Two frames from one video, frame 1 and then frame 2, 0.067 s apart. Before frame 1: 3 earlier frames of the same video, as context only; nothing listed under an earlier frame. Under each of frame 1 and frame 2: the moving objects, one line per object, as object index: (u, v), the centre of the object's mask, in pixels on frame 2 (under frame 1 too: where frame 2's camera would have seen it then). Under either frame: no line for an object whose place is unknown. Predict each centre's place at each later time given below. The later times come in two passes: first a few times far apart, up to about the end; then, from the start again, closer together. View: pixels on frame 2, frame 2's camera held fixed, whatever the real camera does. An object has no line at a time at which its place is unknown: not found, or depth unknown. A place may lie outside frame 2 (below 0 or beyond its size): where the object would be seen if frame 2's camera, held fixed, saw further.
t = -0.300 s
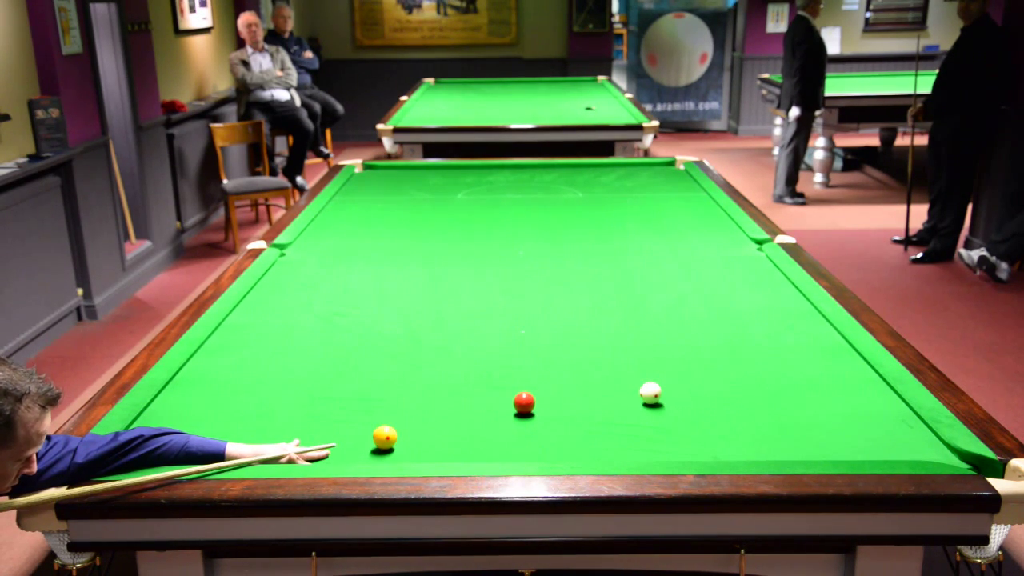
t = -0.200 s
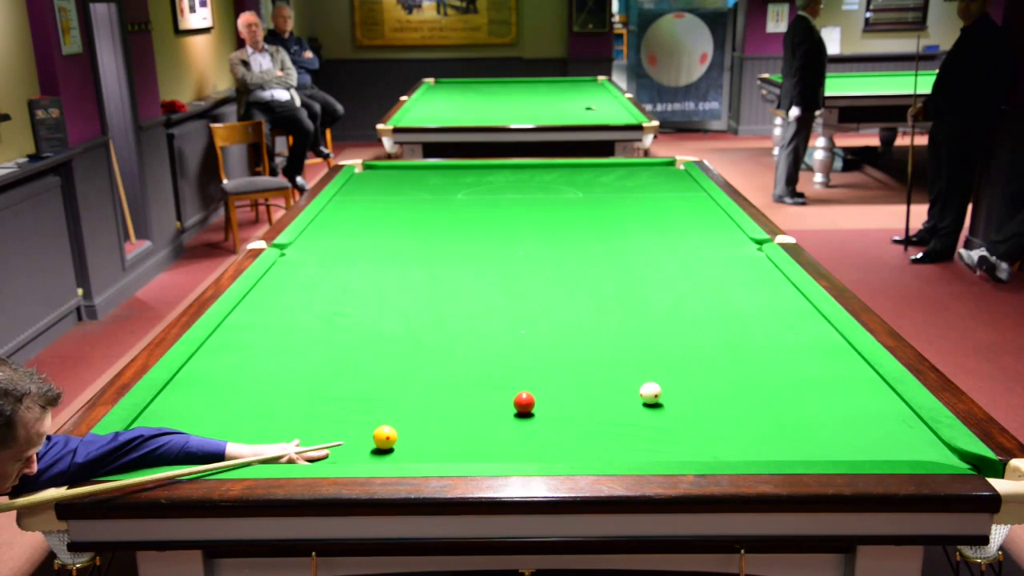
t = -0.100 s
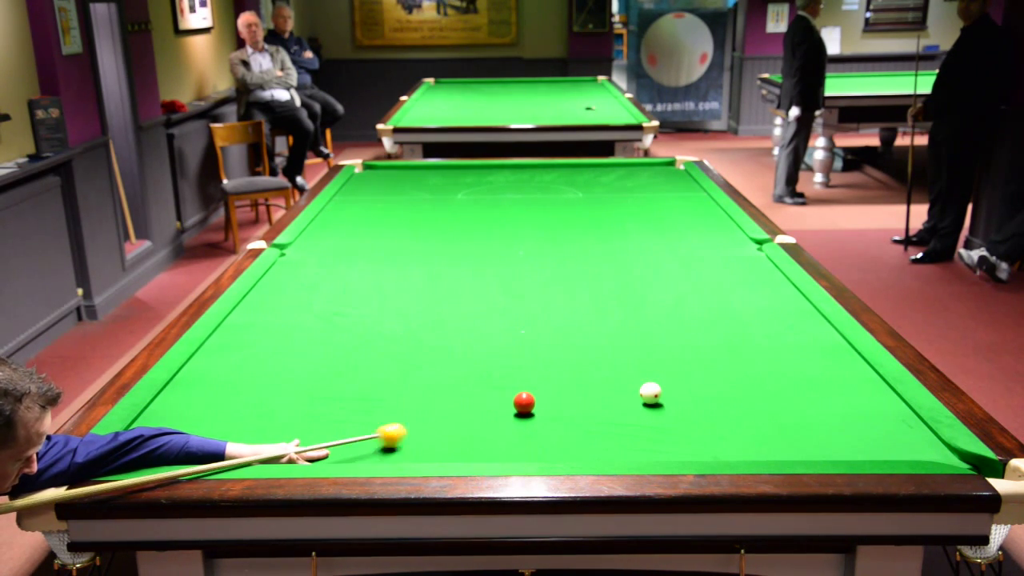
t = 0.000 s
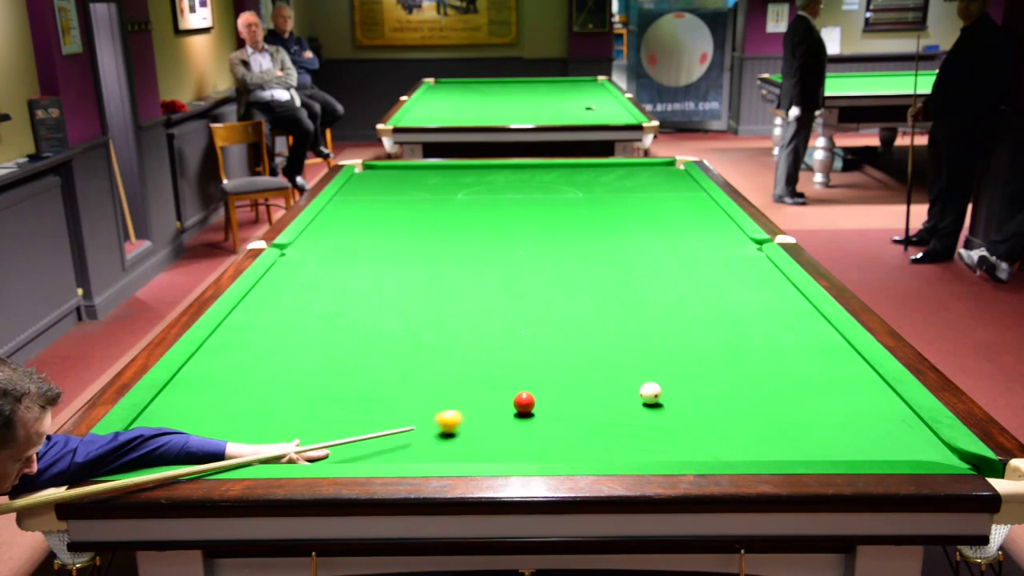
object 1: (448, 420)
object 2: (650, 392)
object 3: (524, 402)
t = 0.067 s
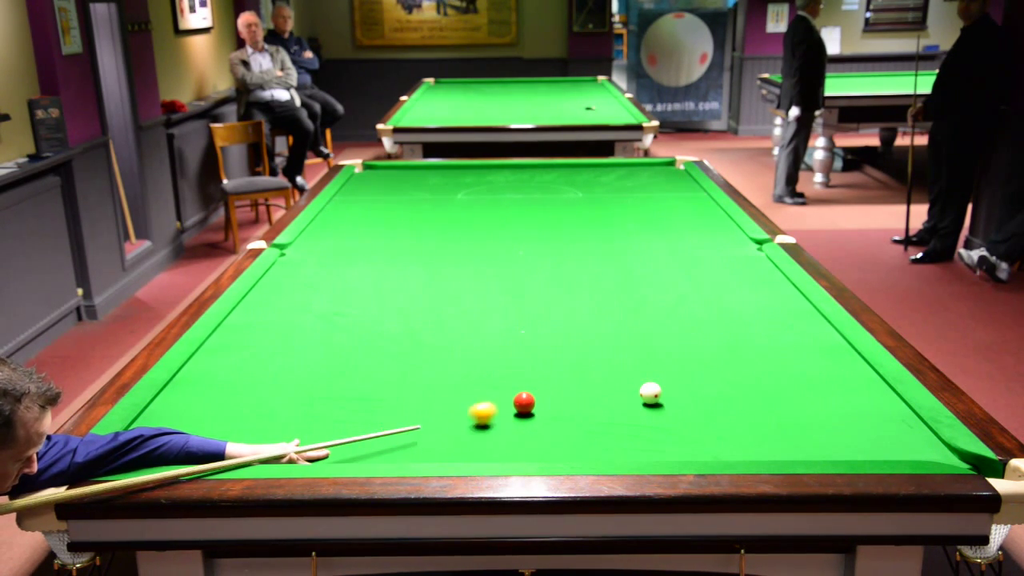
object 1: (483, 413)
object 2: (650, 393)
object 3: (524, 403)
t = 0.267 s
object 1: (520, 407)
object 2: (650, 393)
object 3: (579, 386)
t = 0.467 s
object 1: (548, 404)
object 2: (650, 393)
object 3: (631, 371)
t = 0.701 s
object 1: (578, 401)
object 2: (650, 392)
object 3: (684, 355)
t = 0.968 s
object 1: (610, 397)
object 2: (650, 392)
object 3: (739, 340)
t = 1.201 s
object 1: (631, 395)
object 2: (654, 392)
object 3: (782, 327)
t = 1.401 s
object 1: (635, 395)
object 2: (666, 390)
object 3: (817, 317)
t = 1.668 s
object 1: (638, 395)
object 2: (679, 389)
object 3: (777, 309)
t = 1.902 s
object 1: (638, 395)
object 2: (689, 388)
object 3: (748, 302)
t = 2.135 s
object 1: (638, 395)
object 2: (698, 387)
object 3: (720, 296)
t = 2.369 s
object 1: (638, 395)
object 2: (704, 387)
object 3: (695, 291)
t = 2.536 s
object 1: (637, 395)
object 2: (708, 387)
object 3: (679, 287)
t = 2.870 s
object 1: (637, 395)
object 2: (712, 386)
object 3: (649, 280)
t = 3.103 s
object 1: (637, 395)
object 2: (713, 386)
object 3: (630, 276)
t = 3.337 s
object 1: (638, 395)
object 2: (713, 386)
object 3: (613, 273)
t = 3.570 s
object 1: (638, 395)
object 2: (712, 386)
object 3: (598, 270)
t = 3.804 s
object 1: (638, 395)
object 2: (712, 386)
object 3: (584, 266)
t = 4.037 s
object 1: (638, 395)
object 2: (712, 386)
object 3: (571, 264)
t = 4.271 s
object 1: (638, 395)
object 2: (712, 386)
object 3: (560, 261)
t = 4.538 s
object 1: (638, 395)
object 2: (712, 386)
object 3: (548, 259)
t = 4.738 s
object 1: (638, 395)
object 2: (712, 386)
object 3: (540, 258)
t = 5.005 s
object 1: (638, 395)
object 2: (712, 386)
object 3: (531, 256)
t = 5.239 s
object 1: (638, 395)
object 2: (712, 386)
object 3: (525, 254)
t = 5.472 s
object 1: (638, 395)
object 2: (712, 386)
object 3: (519, 253)
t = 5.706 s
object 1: (637, 395)
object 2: (712, 386)
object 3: (514, 252)
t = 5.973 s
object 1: (638, 395)
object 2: (712, 386)
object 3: (510, 251)
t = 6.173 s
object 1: (637, 395)
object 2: (712, 386)
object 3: (508, 251)
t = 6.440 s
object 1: (638, 395)
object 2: (712, 386)
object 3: (506, 251)
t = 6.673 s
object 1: (638, 395)
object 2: (712, 386)
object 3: (506, 250)
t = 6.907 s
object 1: (637, 395)
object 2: (712, 386)
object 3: (506, 250)
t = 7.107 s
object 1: (637, 395)
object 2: (712, 386)
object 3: (506, 251)
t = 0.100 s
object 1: (499, 409)
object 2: (650, 393)
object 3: (524, 403)
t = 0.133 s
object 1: (506, 408)
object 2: (650, 393)
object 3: (532, 399)
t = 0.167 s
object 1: (509, 408)
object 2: (650, 393)
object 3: (545, 395)
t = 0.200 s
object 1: (512, 408)
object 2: (650, 393)
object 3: (557, 392)
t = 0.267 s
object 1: (520, 407)
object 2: (650, 393)
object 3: (579, 386)
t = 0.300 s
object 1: (525, 407)
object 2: (650, 393)
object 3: (588, 383)
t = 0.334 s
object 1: (530, 407)
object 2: (650, 393)
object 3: (597, 381)
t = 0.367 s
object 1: (534, 406)
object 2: (650, 393)
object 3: (606, 378)
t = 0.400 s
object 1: (539, 405)
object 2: (650, 393)
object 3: (614, 375)
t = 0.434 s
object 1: (544, 405)
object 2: (650, 393)
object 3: (622, 373)
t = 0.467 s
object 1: (548, 404)
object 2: (650, 393)
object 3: (631, 371)
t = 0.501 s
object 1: (552, 404)
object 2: (650, 392)
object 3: (638, 368)
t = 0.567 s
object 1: (561, 403)
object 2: (650, 392)
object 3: (654, 364)
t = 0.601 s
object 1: (565, 402)
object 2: (650, 392)
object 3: (662, 362)
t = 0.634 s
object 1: (570, 402)
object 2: (650, 392)
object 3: (670, 360)
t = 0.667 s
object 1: (574, 401)
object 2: (650, 392)
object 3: (677, 357)
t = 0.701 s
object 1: (578, 401)
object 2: (650, 392)
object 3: (684, 355)
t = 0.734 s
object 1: (582, 400)
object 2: (650, 392)
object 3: (691, 353)
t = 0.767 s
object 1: (586, 400)
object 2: (650, 392)
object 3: (699, 351)
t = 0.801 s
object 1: (590, 399)
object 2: (650, 392)
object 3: (706, 349)
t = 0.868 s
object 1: (598, 398)
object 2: (650, 392)
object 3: (720, 345)
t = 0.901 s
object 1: (602, 398)
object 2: (650, 392)
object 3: (726, 343)
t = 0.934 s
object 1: (606, 398)
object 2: (650, 392)
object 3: (733, 341)
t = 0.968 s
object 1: (610, 397)
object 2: (650, 392)
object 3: (739, 340)
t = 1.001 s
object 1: (613, 397)
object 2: (650, 393)
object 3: (745, 338)
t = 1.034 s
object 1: (617, 396)
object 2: (650, 392)
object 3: (752, 336)
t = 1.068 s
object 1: (621, 396)
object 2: (650, 392)
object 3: (758, 334)
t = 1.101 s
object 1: (625, 396)
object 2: (650, 392)
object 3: (764, 332)
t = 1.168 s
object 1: (630, 395)
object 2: (652, 392)
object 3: (776, 329)
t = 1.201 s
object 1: (631, 395)
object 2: (654, 392)
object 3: (782, 327)
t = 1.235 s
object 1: (632, 395)
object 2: (656, 392)
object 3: (788, 325)
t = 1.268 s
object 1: (632, 395)
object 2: (658, 391)
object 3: (794, 323)
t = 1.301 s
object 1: (633, 395)
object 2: (660, 391)
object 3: (800, 322)
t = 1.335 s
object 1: (634, 395)
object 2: (662, 391)
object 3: (805, 320)
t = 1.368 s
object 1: (634, 395)
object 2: (664, 391)
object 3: (811, 319)
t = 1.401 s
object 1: (635, 395)
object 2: (666, 390)
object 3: (817, 317)
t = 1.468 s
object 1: (635, 395)
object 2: (669, 390)
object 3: (806, 315)
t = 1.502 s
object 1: (636, 395)
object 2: (671, 390)
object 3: (801, 314)
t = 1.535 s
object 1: (636, 395)
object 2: (673, 390)
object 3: (796, 313)
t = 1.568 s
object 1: (637, 395)
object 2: (674, 389)
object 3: (791, 312)
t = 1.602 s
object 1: (637, 395)
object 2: (676, 389)
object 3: (787, 310)
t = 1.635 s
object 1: (637, 395)
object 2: (678, 389)
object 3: (782, 309)
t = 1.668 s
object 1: (638, 395)
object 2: (679, 389)
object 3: (777, 309)
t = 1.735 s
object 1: (638, 395)
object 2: (682, 389)
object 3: (769, 307)
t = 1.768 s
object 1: (638, 395)
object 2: (684, 388)
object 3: (764, 306)
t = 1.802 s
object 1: (638, 395)
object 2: (685, 388)
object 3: (760, 305)
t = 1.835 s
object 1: (638, 395)
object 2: (687, 388)
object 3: (756, 304)
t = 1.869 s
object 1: (638, 395)
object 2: (688, 388)
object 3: (752, 303)
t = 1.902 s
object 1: (638, 395)
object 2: (689, 388)
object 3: (748, 302)
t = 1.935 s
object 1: (638, 395)
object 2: (691, 388)
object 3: (743, 301)
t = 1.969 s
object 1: (638, 395)
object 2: (692, 388)
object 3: (740, 300)
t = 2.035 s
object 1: (638, 395)
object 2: (694, 388)
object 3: (731, 298)
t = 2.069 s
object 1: (638, 395)
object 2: (695, 387)
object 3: (728, 298)
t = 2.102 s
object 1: (638, 395)
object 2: (697, 387)
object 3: (724, 297)
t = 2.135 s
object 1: (638, 395)
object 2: (698, 387)
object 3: (720, 296)
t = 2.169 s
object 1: (638, 395)
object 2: (699, 387)
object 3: (717, 295)
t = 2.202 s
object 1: (638, 395)
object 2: (700, 387)
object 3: (713, 295)
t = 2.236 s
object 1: (638, 395)
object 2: (701, 387)
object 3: (709, 294)
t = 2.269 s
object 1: (638, 395)
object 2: (702, 387)
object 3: (706, 293)
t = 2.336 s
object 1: (638, 395)
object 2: (703, 387)
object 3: (699, 291)
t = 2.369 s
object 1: (638, 395)
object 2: (704, 387)
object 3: (695, 291)
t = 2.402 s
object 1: (638, 395)
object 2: (705, 387)
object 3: (692, 290)
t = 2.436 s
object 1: (638, 395)
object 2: (706, 387)
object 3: (689, 289)
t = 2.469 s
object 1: (638, 395)
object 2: (706, 387)
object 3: (686, 288)
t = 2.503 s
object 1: (638, 395)
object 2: (707, 387)
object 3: (682, 288)
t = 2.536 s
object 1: (637, 395)
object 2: (708, 387)
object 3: (679, 287)
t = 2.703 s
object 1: (637, 395)
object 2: (710, 386)
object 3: (664, 284)
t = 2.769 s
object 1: (637, 395)
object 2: (711, 386)
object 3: (658, 282)
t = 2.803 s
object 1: (637, 395)
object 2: (712, 386)
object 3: (655, 282)
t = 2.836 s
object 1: (637, 395)
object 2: (712, 386)
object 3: (652, 281)
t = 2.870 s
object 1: (637, 395)
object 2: (712, 386)
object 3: (649, 280)
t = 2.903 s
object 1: (637, 395)
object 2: (712, 386)
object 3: (647, 280)
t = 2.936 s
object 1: (637, 395)
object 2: (712, 386)
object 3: (644, 279)
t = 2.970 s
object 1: (638, 395)
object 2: (713, 386)
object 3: (641, 279)
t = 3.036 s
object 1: (637, 395)
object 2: (713, 386)
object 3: (636, 278)
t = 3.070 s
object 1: (638, 395)
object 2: (713, 386)
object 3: (633, 277)
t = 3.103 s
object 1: (637, 395)
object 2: (713, 386)
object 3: (630, 276)
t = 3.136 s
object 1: (638, 395)
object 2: (713, 386)
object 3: (628, 276)
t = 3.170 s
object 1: (638, 395)
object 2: (713, 386)
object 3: (626, 275)
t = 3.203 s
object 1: (638, 395)
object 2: (713, 386)
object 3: (623, 275)
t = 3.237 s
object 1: (637, 395)
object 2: (713, 386)
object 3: (621, 274)
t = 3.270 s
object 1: (637, 395)
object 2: (713, 386)
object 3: (618, 274)
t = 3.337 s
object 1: (638, 395)
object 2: (713, 386)
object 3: (613, 273)
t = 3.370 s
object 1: (637, 395)
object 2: (712, 386)
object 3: (611, 272)
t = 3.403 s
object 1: (638, 395)
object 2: (712, 386)
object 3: (609, 272)
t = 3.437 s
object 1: (638, 395)
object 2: (712, 386)
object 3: (607, 271)
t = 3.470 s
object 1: (638, 395)
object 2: (712, 386)
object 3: (604, 271)
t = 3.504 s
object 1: (638, 395)
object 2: (712, 386)
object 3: (602, 270)
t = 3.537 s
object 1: (638, 395)
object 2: (712, 386)
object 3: (600, 270)
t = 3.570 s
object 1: (638, 395)
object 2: (712, 386)
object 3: (598, 270)
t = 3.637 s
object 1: (638, 395)
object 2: (712, 386)
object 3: (594, 268)
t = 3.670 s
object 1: (638, 395)
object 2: (712, 386)
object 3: (592, 268)
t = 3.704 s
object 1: (638, 395)
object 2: (712, 386)
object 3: (590, 268)
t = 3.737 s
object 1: (638, 395)
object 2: (712, 386)
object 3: (588, 267)
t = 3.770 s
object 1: (638, 395)
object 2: (712, 386)
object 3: (586, 267)
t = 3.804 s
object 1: (638, 395)
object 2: (712, 386)
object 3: (584, 266)
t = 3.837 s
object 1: (638, 395)
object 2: (712, 386)
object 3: (582, 266)
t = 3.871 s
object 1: (638, 395)
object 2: (712, 386)
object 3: (580, 266)
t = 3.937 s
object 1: (638, 395)
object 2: (712, 386)
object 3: (576, 265)
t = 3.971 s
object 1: (638, 395)
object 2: (712, 386)
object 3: (575, 264)
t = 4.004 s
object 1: (638, 395)
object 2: (712, 386)
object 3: (573, 264)
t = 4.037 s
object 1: (638, 395)
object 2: (712, 386)
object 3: (571, 264)
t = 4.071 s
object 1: (638, 395)
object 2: (712, 386)
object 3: (569, 264)
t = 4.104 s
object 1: (638, 395)
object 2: (712, 386)
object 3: (568, 263)
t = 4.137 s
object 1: (638, 395)
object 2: (712, 386)
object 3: (566, 263)
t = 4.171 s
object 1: (638, 395)
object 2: (712, 386)
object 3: (564, 263)
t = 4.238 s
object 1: (638, 395)
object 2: (712, 386)
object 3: (561, 262)
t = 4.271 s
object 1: (638, 395)
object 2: (712, 386)
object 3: (560, 261)
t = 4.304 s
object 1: (638, 395)
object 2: (712, 386)
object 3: (558, 261)
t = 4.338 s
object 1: (638, 395)
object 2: (712, 386)
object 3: (556, 261)
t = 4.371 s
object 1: (638, 395)
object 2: (712, 386)
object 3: (555, 260)
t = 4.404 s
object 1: (638, 395)
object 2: (712, 386)
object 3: (554, 260)
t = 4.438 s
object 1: (638, 395)
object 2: (712, 386)
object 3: (552, 260)
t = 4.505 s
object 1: (638, 395)
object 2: (712, 386)
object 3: (549, 259)
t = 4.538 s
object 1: (638, 395)
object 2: (712, 386)
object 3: (548, 259)
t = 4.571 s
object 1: (638, 395)
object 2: (712, 386)
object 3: (547, 258)
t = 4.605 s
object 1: (638, 395)
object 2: (712, 386)
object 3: (545, 259)
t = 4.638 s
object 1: (638, 395)
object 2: (712, 386)
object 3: (544, 258)
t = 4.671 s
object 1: (638, 395)
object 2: (712, 386)
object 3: (543, 258)
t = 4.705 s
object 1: (638, 395)
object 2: (712, 386)
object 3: (541, 258)
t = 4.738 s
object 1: (638, 395)
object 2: (712, 386)
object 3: (540, 258)
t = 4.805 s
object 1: (638, 395)
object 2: (712, 386)
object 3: (538, 257)
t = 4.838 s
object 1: (638, 395)
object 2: (712, 386)
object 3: (537, 256)
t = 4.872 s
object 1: (638, 395)
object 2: (712, 386)
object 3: (535, 256)
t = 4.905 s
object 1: (638, 395)
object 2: (712, 386)
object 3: (534, 256)
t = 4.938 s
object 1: (638, 395)
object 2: (712, 386)
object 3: (533, 256)
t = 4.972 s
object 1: (638, 395)
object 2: (712, 386)
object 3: (532, 256)
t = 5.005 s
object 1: (638, 395)
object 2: (712, 386)
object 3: (531, 256)
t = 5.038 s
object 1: (638, 395)
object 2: (712, 386)
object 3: (530, 255)
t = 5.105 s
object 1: (638, 395)
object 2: (712, 386)
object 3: (528, 255)
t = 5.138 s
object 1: (638, 395)
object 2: (712, 386)
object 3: (527, 254)
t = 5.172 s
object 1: (638, 395)
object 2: (712, 386)
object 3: (526, 254)
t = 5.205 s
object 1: (638, 395)
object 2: (712, 386)
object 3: (525, 254)
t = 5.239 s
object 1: (638, 395)
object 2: (712, 386)
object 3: (525, 254)
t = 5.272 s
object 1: (638, 395)
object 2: (712, 386)
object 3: (523, 254)
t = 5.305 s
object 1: (638, 395)
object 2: (712, 386)
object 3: (523, 254)
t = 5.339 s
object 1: (638, 395)
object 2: (712, 386)
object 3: (522, 254)
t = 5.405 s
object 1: (638, 395)
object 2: (712, 386)
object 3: (520, 253)
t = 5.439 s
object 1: (638, 395)
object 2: (712, 386)
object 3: (519, 253)
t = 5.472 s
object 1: (638, 395)
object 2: (712, 386)
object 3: (519, 253)
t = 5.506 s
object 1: (638, 395)
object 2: (712, 386)
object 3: (518, 253)
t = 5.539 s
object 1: (637, 395)
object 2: (712, 386)
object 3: (517, 253)
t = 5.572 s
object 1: (637, 395)
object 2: (712, 386)
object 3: (517, 252)
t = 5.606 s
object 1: (638, 395)
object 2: (712, 386)
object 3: (516, 252)
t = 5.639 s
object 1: (638, 395)
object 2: (712, 386)
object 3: (515, 252)
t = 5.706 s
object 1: (637, 395)
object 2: (712, 386)
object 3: (514, 252)
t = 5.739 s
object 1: (638, 395)
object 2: (712, 386)
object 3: (514, 252)
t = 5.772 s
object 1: (638, 395)
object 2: (712, 386)
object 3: (513, 252)
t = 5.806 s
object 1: (637, 395)
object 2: (712, 386)
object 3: (513, 252)
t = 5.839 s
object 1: (638, 395)
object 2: (712, 386)
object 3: (512, 252)
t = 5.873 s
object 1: (638, 395)
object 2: (712, 386)
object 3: (512, 251)
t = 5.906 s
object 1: (638, 395)
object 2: (712, 386)
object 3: (511, 251)
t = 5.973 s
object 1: (638, 395)
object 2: (712, 386)
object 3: (510, 251)
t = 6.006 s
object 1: (638, 395)
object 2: (712, 386)
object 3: (510, 251)
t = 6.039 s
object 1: (637, 395)
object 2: (712, 386)
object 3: (509, 251)
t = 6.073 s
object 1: (637, 395)
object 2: (712, 386)
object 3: (509, 251)
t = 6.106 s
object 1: (638, 395)
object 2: (712, 386)
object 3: (509, 251)
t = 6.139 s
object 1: (637, 395)
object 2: (712, 386)
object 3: (508, 251)
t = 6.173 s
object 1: (637, 395)
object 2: (712, 386)
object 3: (508, 251)
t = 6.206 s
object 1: (638, 395)
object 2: (712, 386)
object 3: (508, 251)
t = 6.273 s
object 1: (637, 395)
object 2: (712, 386)
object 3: (508, 251)
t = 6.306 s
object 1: (638, 395)
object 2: (712, 386)
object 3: (508, 254)
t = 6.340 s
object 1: (638, 395)
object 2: (712, 386)
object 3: (507, 250)
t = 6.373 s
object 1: (637, 395)
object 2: (712, 386)
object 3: (507, 251)
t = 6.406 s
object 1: (637, 395)
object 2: (712, 386)
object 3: (507, 251)
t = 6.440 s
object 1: (638, 395)
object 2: (712, 386)
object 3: (506, 251)
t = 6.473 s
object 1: (638, 395)
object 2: (712, 386)
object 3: (506, 251)
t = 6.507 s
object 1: (637, 395)
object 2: (712, 386)
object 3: (506, 251)
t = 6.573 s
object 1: (638, 395)
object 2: (712, 386)
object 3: (506, 250)
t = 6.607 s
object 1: (638, 395)
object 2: (712, 386)
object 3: (506, 250)
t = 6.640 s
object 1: (638, 395)
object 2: (712, 386)
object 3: (506, 250)
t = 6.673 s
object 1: (638, 395)
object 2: (712, 386)
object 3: (506, 250)
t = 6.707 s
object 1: (637, 395)
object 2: (712, 386)
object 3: (506, 250)
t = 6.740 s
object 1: (638, 395)
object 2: (712, 386)
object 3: (506, 250)
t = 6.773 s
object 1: (638, 395)
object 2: (712, 386)
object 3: (506, 250)
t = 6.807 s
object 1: (638, 395)
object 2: (712, 386)
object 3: (506, 250)
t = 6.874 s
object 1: (638, 395)
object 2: (712, 386)
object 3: (506, 250)
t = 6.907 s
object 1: (637, 395)
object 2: (712, 386)
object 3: (506, 250)
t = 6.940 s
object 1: (637, 395)
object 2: (712, 386)
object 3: (506, 250)
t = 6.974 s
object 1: (638, 395)
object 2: (712, 386)
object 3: (506, 250)
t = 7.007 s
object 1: (637, 395)
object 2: (712, 386)
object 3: (506, 250)
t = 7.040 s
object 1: (638, 395)
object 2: (712, 386)
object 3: (506, 250)
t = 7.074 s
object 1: (638, 395)
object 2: (712, 386)
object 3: (506, 250)
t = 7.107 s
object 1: (637, 395)
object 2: (712, 386)
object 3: (506, 251)
